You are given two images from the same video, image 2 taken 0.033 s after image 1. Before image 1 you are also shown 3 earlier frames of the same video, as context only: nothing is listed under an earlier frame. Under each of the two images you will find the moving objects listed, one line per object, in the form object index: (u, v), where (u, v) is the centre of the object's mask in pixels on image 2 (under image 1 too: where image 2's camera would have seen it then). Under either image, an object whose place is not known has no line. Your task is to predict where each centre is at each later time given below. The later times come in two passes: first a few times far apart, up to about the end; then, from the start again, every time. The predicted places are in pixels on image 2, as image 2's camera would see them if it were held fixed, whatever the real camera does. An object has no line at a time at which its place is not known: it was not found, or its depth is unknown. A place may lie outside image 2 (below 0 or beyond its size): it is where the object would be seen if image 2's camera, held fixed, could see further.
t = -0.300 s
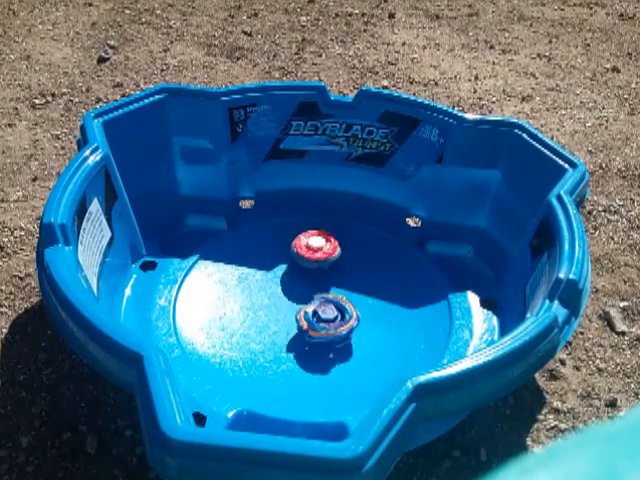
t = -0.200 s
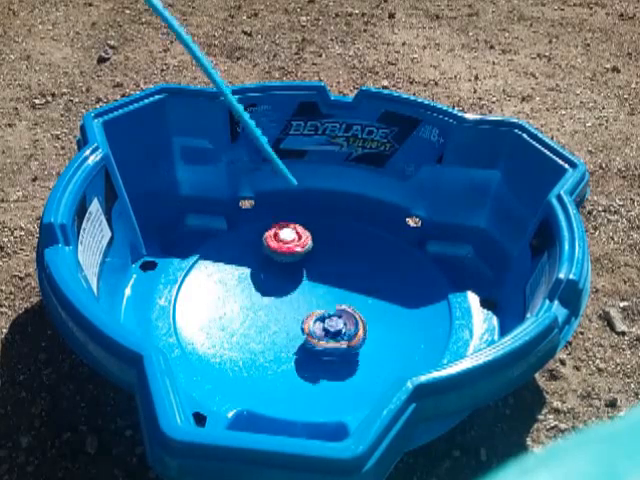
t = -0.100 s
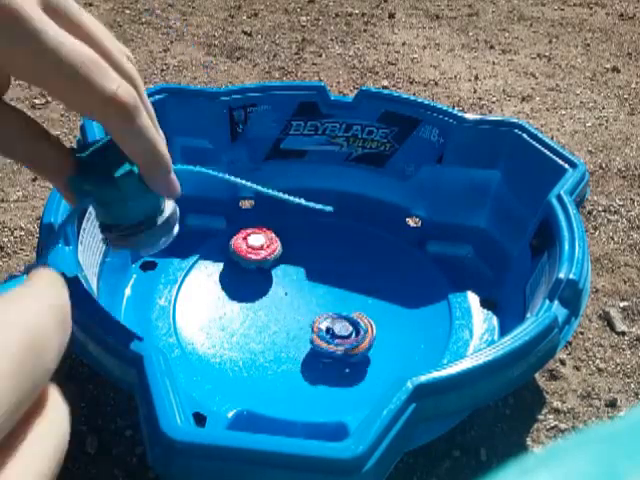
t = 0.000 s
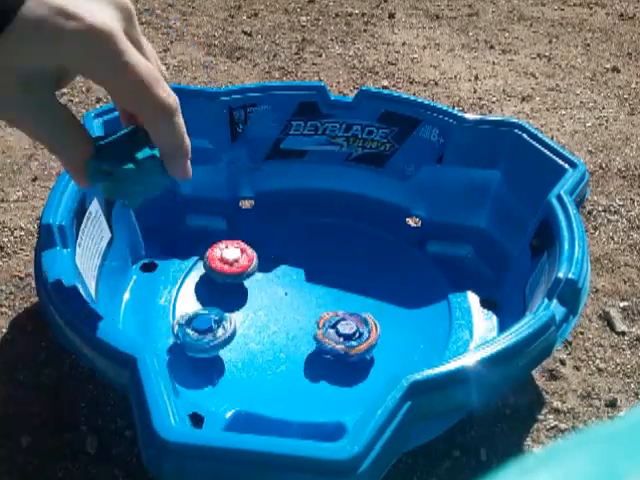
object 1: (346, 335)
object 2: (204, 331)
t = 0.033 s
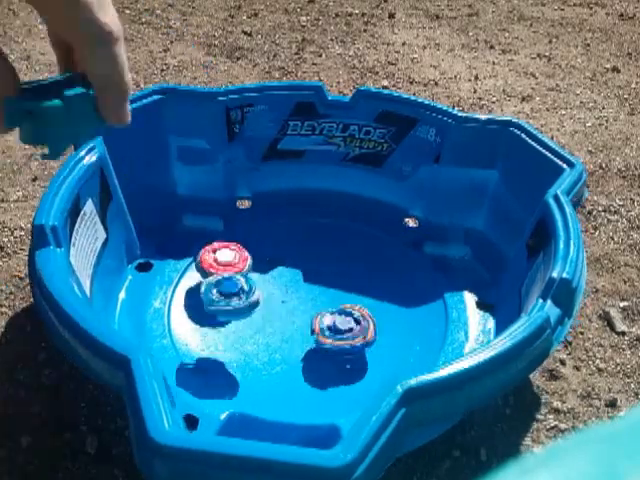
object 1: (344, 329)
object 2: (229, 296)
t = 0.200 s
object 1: (324, 319)
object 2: (353, 270)
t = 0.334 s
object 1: (300, 308)
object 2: (358, 258)
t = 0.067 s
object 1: (340, 331)
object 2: (258, 268)
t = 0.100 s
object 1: (338, 328)
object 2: (285, 252)
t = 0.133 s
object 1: (334, 325)
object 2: (310, 248)
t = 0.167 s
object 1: (329, 321)
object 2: (334, 254)
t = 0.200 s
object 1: (324, 319)
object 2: (353, 270)
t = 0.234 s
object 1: (318, 314)
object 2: (359, 263)
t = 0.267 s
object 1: (312, 313)
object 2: (363, 256)
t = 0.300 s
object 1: (306, 312)
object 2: (363, 260)
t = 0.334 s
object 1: (300, 308)
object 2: (358, 258)
